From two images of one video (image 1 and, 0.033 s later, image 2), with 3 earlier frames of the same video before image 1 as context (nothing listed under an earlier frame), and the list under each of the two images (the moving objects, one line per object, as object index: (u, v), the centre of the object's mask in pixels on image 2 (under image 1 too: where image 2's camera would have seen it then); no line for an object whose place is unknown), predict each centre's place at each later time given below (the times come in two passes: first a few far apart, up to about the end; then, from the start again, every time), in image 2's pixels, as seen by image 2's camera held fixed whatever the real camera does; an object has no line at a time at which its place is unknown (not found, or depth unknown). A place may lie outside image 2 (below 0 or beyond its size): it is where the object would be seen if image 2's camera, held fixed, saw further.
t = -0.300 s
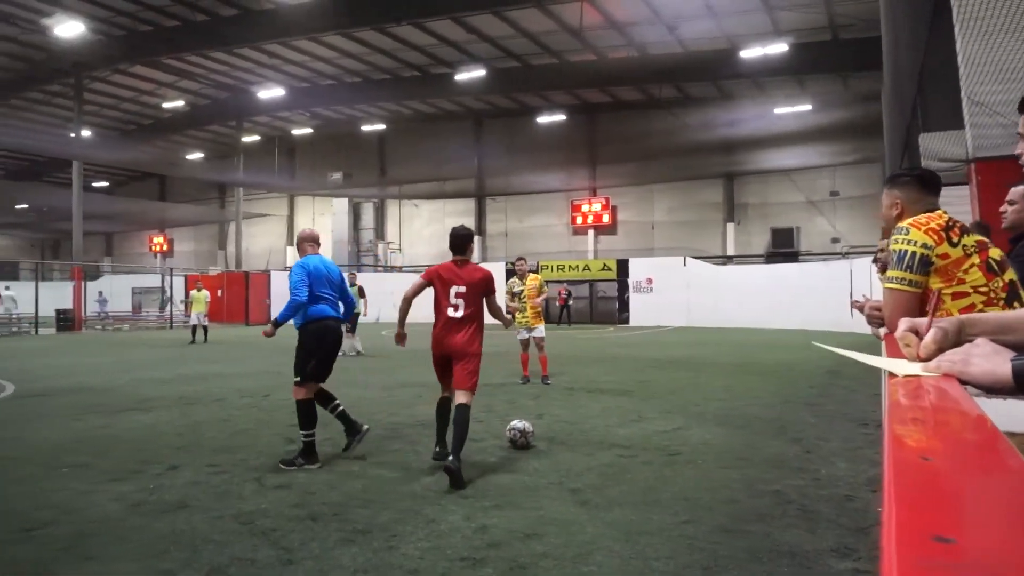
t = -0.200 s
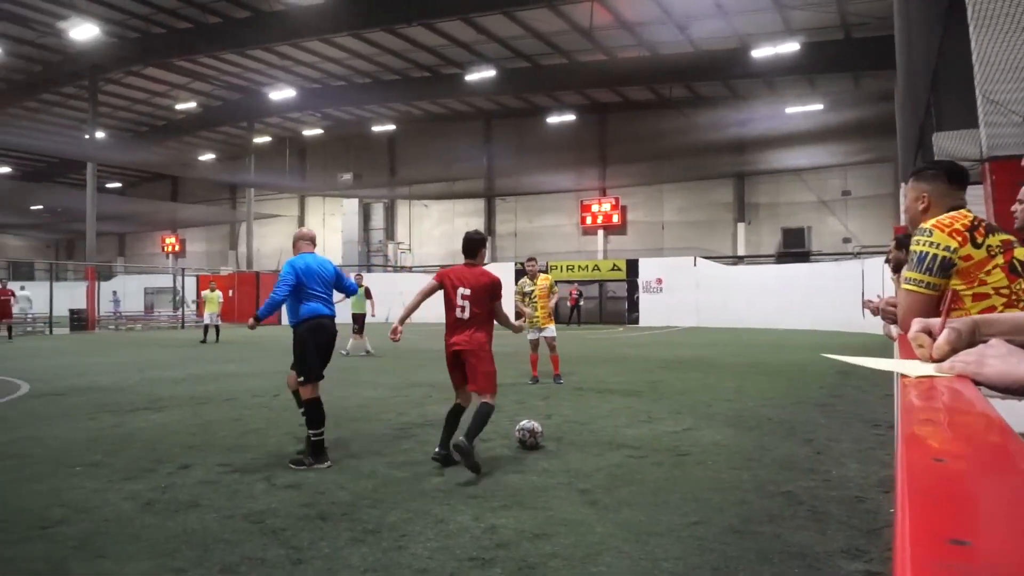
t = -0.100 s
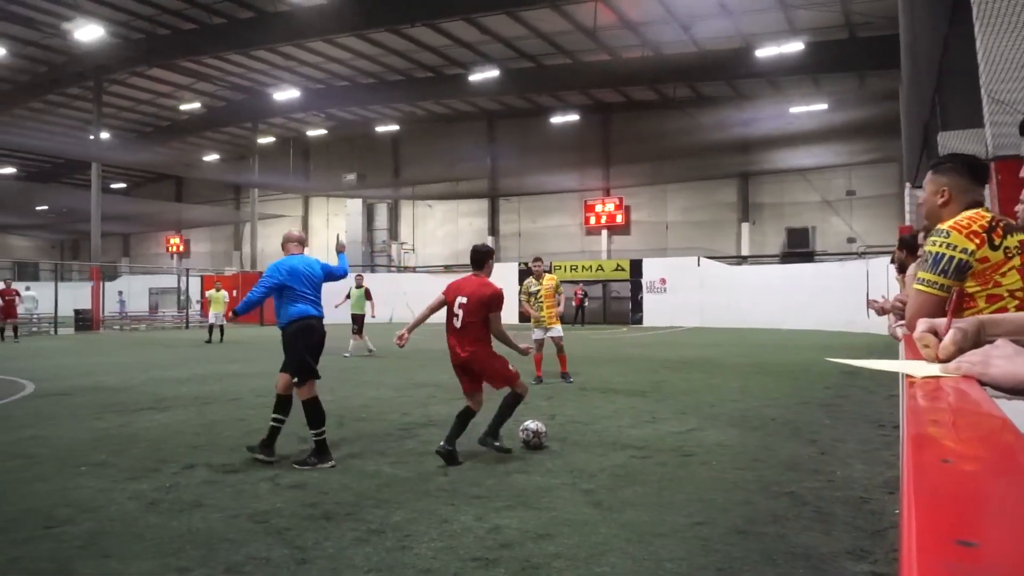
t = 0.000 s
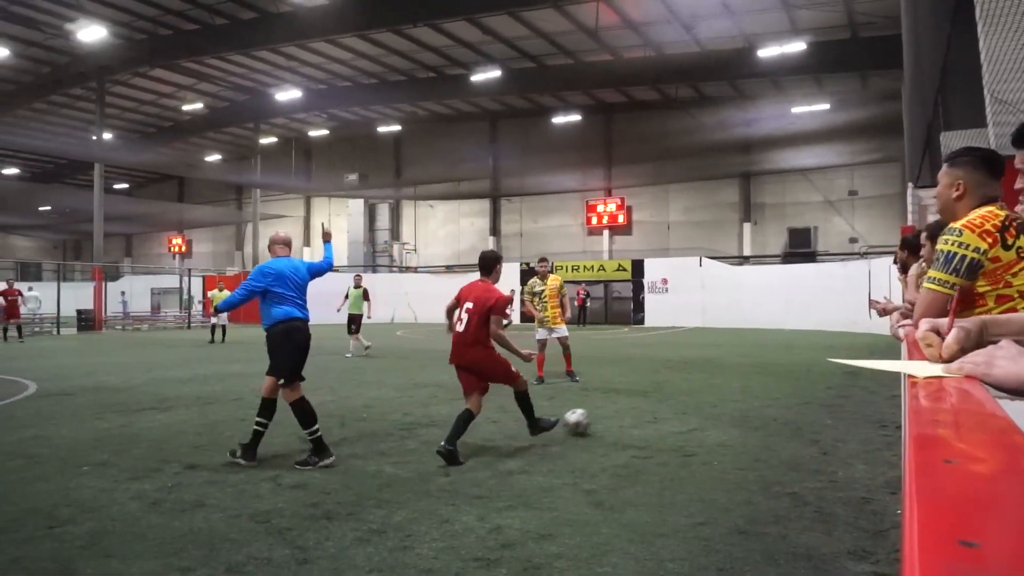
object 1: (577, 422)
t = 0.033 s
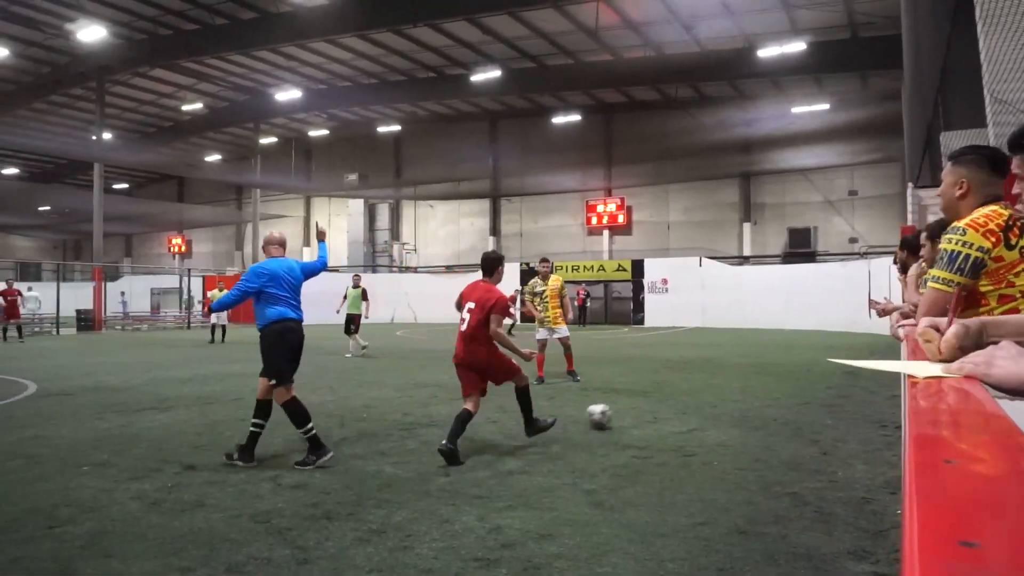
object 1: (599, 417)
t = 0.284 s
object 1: (705, 386)
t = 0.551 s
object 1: (764, 373)
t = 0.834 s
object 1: (800, 363)
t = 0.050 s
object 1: (609, 414)
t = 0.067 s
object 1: (618, 412)
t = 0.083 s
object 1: (627, 409)
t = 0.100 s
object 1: (636, 406)
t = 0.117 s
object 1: (643, 404)
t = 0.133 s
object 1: (650, 401)
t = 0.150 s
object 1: (658, 400)
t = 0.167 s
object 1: (665, 398)
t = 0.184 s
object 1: (672, 397)
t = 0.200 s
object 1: (679, 395)
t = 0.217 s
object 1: (685, 394)
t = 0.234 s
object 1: (690, 392)
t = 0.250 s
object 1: (696, 389)
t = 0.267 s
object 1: (701, 388)
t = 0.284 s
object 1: (705, 386)
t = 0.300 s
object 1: (710, 384)
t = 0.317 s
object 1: (715, 383)
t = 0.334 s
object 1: (720, 383)
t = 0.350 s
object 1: (724, 382)
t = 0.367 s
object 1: (728, 382)
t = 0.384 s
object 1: (732, 381)
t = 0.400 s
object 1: (736, 381)
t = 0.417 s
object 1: (739, 379)
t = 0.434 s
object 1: (743, 378)
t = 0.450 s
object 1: (747, 377)
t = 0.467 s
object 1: (750, 375)
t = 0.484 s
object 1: (753, 375)
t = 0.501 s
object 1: (756, 374)
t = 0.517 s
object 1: (759, 373)
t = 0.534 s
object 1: (762, 373)
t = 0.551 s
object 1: (764, 373)
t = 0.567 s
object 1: (768, 372)
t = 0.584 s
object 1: (769, 371)
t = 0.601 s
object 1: (772, 370)
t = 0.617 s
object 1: (774, 368)
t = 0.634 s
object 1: (777, 368)
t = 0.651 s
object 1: (779, 368)
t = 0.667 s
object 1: (781, 367)
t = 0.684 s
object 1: (783, 367)
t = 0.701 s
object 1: (785, 367)
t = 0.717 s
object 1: (788, 366)
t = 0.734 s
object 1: (789, 365)
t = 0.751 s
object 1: (791, 365)
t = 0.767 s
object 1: (793, 364)
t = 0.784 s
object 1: (794, 364)
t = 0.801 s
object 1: (797, 363)
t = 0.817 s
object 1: (797, 363)
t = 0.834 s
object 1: (800, 363)
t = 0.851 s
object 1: (802, 362)
